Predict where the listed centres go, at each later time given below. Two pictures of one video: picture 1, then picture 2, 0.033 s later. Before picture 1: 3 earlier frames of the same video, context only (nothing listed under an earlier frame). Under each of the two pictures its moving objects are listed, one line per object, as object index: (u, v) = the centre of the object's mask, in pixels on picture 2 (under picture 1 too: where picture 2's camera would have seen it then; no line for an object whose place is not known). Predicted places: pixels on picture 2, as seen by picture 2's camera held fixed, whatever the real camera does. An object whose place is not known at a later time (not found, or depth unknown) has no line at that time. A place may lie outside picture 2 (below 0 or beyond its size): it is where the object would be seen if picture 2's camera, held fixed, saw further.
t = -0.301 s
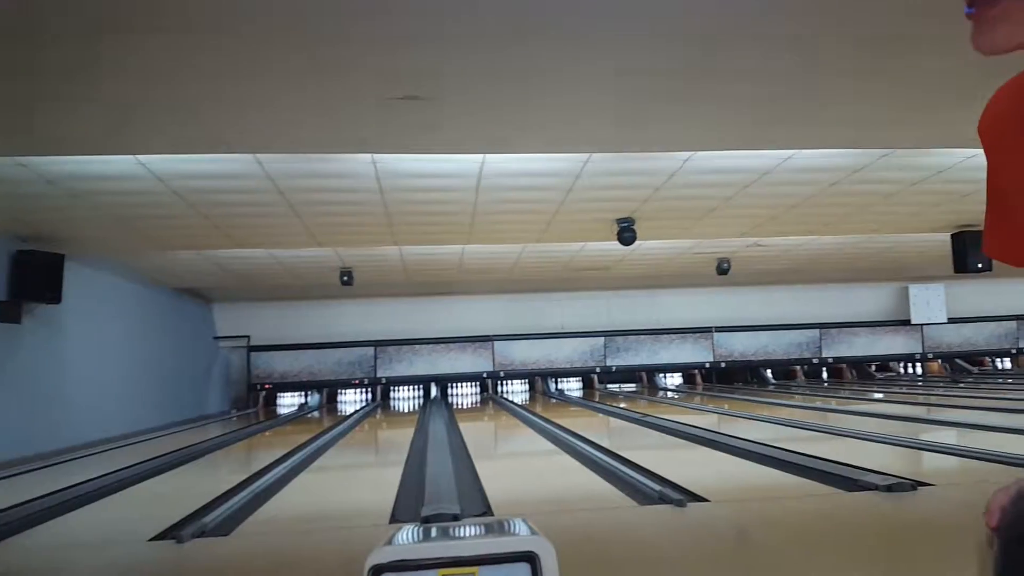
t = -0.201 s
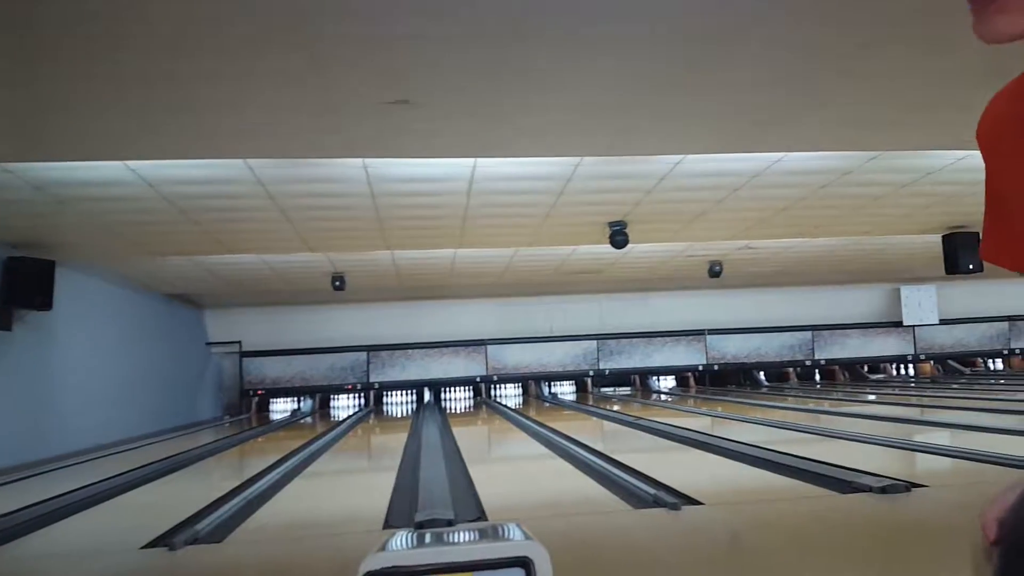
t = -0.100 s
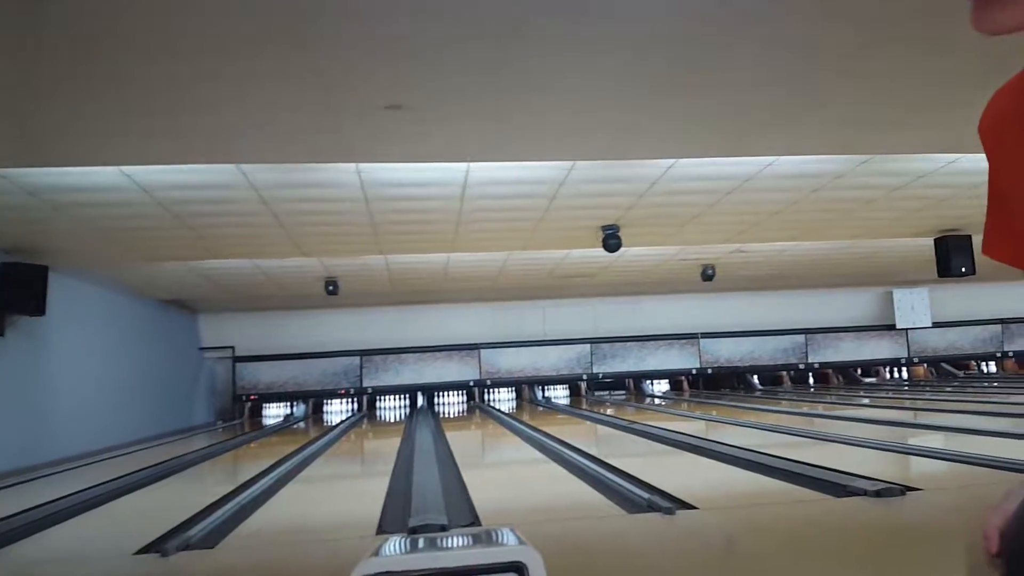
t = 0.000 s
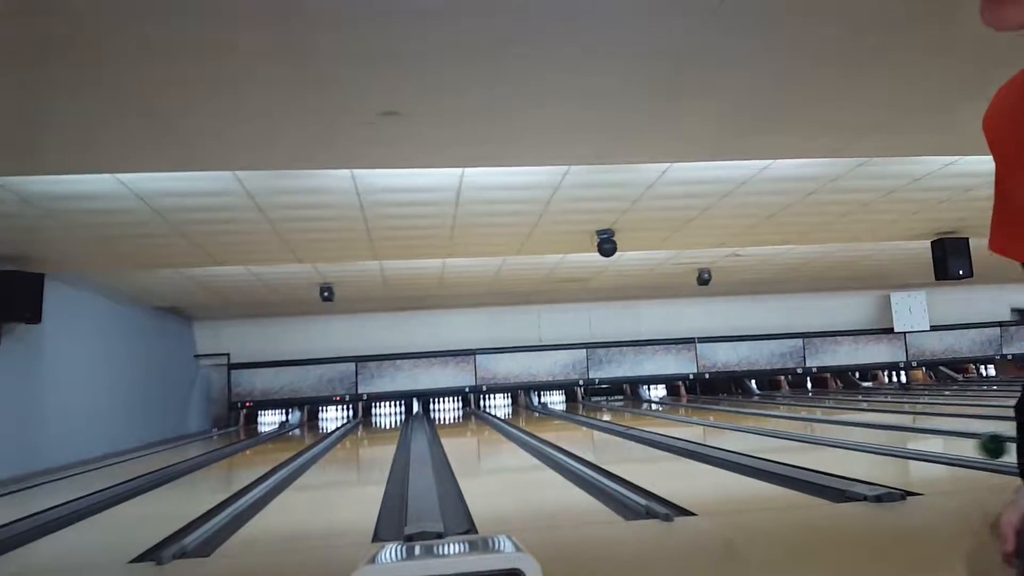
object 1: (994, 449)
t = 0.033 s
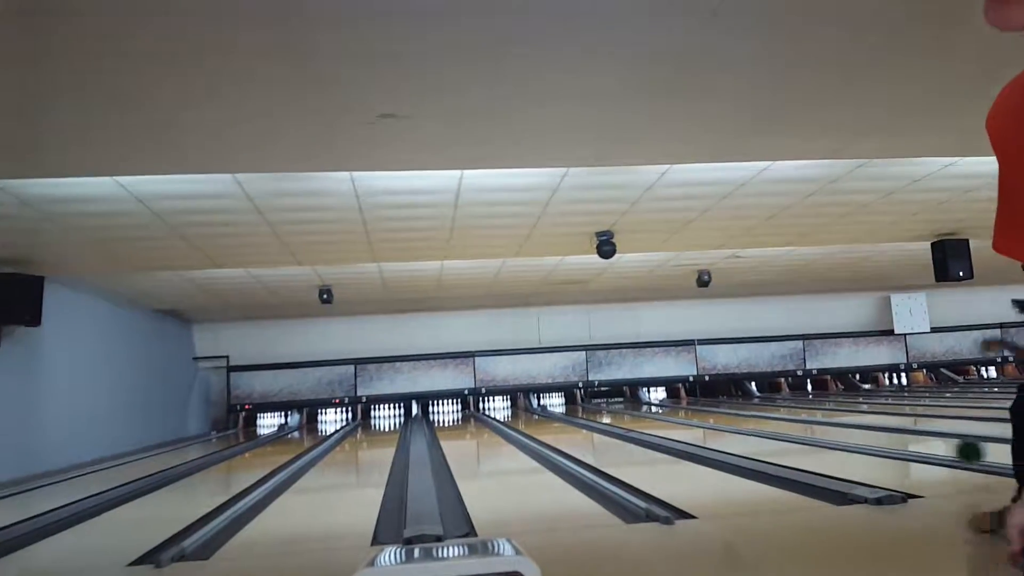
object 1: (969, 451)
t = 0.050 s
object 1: (958, 454)
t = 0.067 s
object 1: (947, 456)
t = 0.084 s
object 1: (937, 458)
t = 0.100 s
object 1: (926, 461)
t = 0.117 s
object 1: (917, 461)
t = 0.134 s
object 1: (907, 458)
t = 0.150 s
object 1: (898, 456)
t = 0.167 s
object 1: (889, 455)
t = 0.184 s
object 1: (880, 453)
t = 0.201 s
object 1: (872, 452)
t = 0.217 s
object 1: (863, 451)
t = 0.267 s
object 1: (840, 448)
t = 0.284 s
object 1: (833, 447)
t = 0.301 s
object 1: (826, 443)
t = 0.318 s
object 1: (820, 443)
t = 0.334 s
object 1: (815, 443)
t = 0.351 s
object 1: (812, 442)
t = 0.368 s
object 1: (805, 440)
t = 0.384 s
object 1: (798, 440)
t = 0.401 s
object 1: (793, 440)
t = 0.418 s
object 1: (786, 439)
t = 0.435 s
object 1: (782, 440)
